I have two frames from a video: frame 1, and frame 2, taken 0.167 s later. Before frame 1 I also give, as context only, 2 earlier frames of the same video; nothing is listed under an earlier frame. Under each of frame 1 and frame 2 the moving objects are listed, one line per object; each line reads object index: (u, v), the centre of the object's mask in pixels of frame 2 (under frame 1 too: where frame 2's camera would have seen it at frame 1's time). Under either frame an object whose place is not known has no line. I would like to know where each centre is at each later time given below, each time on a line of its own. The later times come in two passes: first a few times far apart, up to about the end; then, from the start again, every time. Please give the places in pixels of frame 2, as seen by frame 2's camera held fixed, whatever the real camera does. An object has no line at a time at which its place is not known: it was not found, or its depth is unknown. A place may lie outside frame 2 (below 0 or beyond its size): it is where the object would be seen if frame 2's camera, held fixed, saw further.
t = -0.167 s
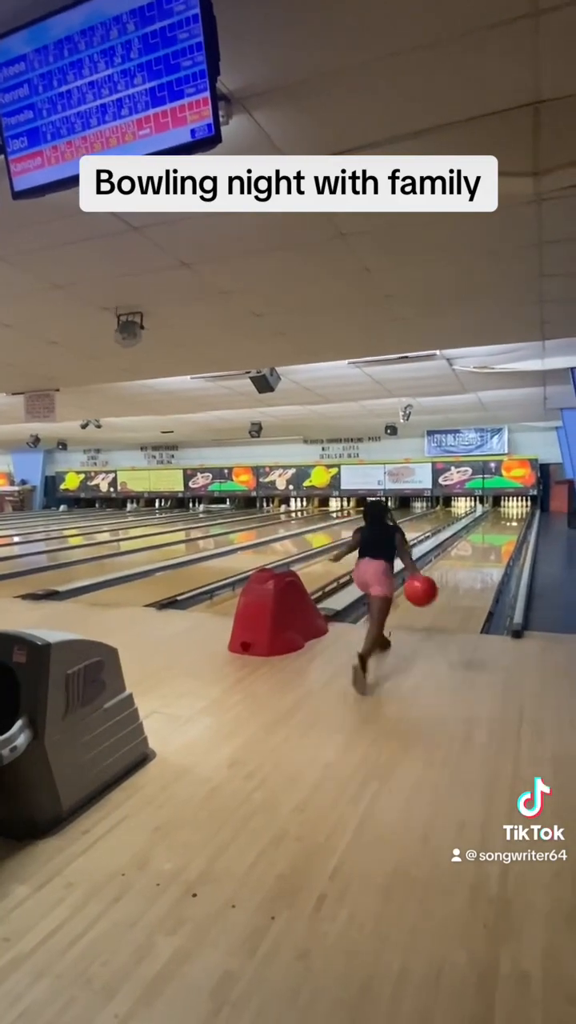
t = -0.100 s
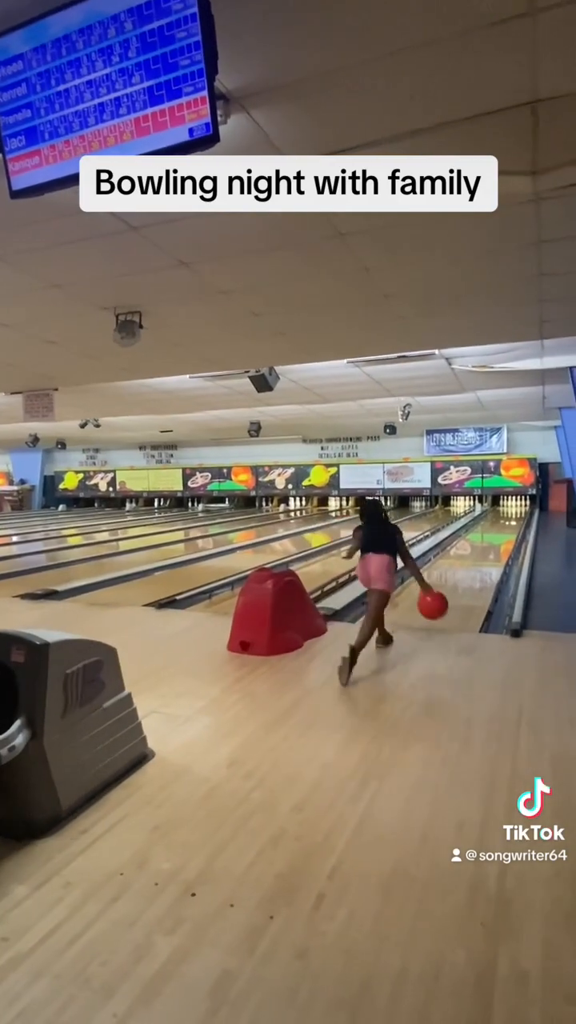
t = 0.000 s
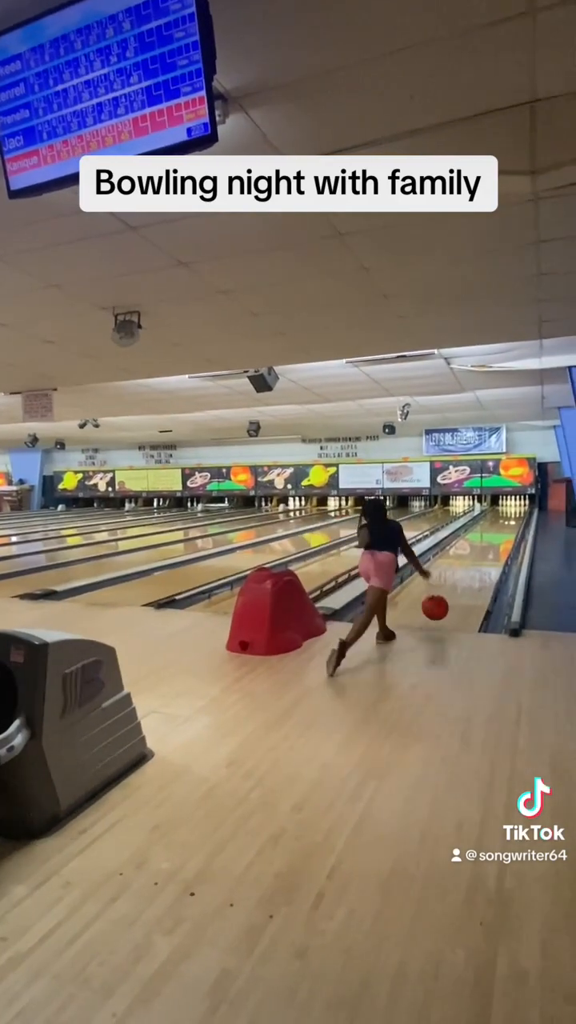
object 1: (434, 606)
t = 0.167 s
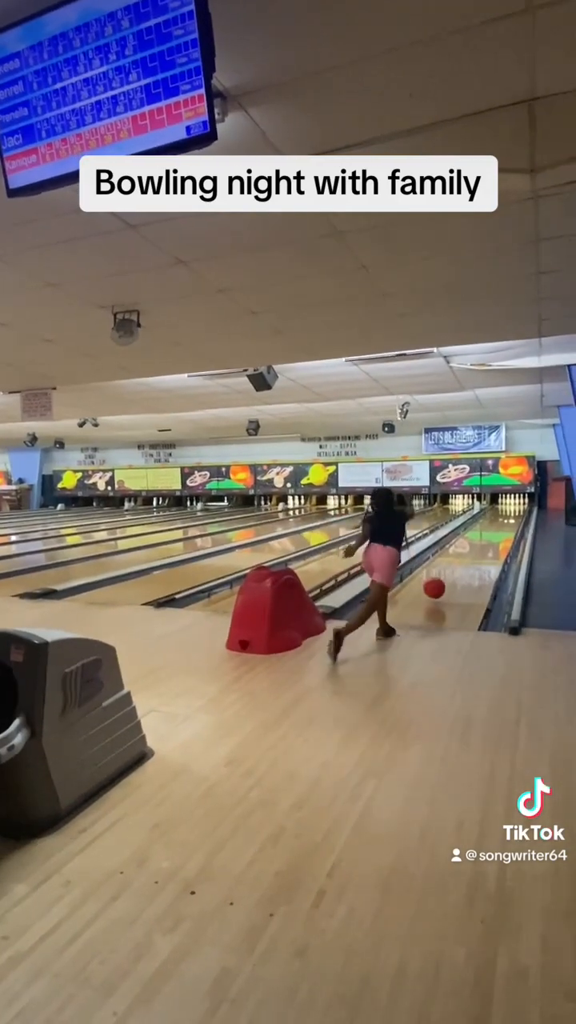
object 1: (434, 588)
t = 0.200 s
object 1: (434, 584)
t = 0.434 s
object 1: (434, 565)
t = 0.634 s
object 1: (434, 551)
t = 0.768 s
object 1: (449, 545)
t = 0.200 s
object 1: (434, 584)
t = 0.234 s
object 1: (434, 582)
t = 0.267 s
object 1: (434, 580)
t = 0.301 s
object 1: (434, 576)
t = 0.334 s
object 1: (434, 573)
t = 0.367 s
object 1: (434, 570)
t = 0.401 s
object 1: (434, 567)
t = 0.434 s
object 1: (434, 565)
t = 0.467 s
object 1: (434, 562)
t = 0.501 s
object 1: (434, 560)
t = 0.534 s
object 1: (434, 557)
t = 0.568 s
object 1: (434, 556)
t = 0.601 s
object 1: (433, 553)
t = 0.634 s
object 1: (434, 551)
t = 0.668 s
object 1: (437, 550)
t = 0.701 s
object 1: (441, 548)
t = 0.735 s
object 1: (445, 547)
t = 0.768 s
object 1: (449, 545)
